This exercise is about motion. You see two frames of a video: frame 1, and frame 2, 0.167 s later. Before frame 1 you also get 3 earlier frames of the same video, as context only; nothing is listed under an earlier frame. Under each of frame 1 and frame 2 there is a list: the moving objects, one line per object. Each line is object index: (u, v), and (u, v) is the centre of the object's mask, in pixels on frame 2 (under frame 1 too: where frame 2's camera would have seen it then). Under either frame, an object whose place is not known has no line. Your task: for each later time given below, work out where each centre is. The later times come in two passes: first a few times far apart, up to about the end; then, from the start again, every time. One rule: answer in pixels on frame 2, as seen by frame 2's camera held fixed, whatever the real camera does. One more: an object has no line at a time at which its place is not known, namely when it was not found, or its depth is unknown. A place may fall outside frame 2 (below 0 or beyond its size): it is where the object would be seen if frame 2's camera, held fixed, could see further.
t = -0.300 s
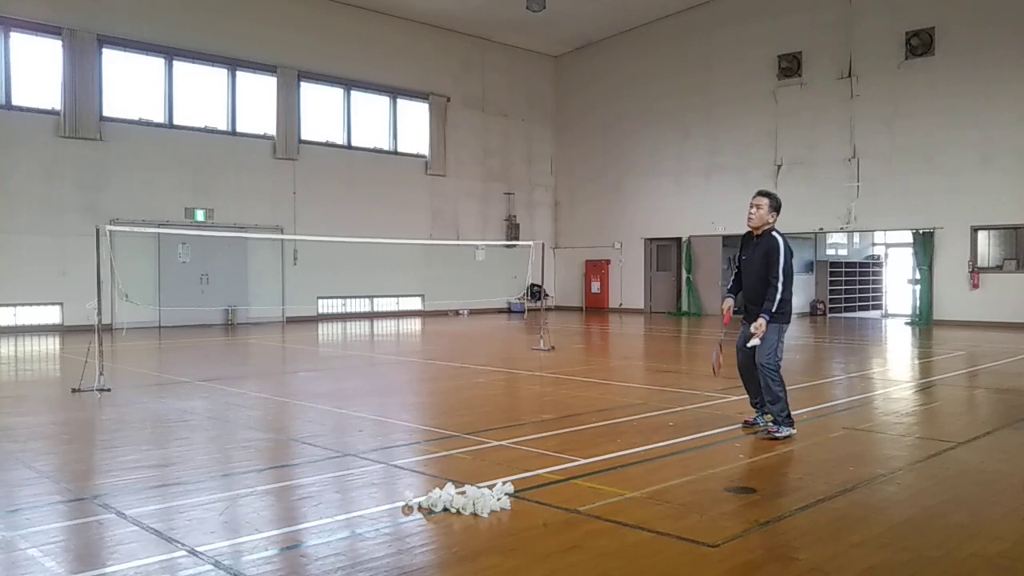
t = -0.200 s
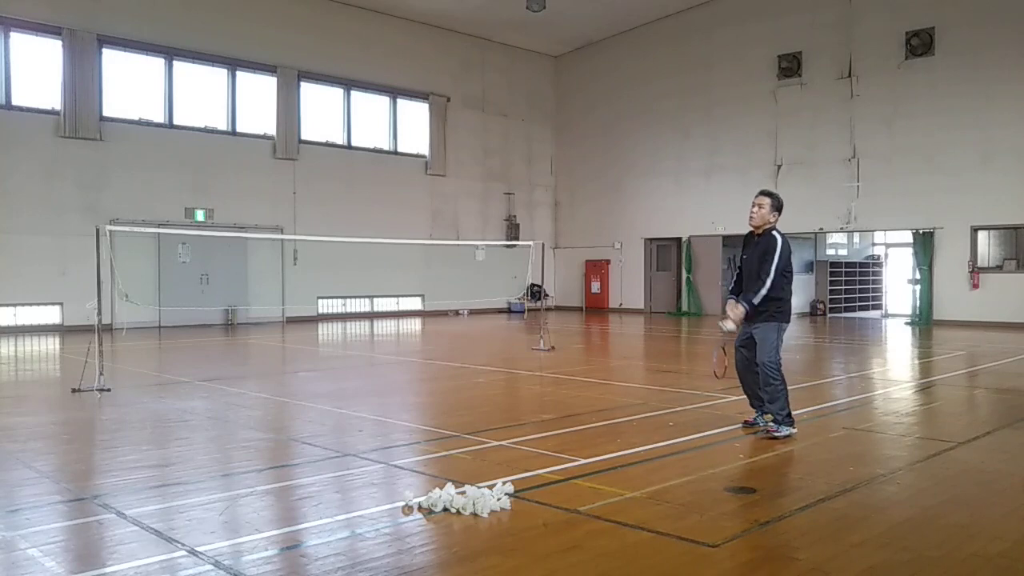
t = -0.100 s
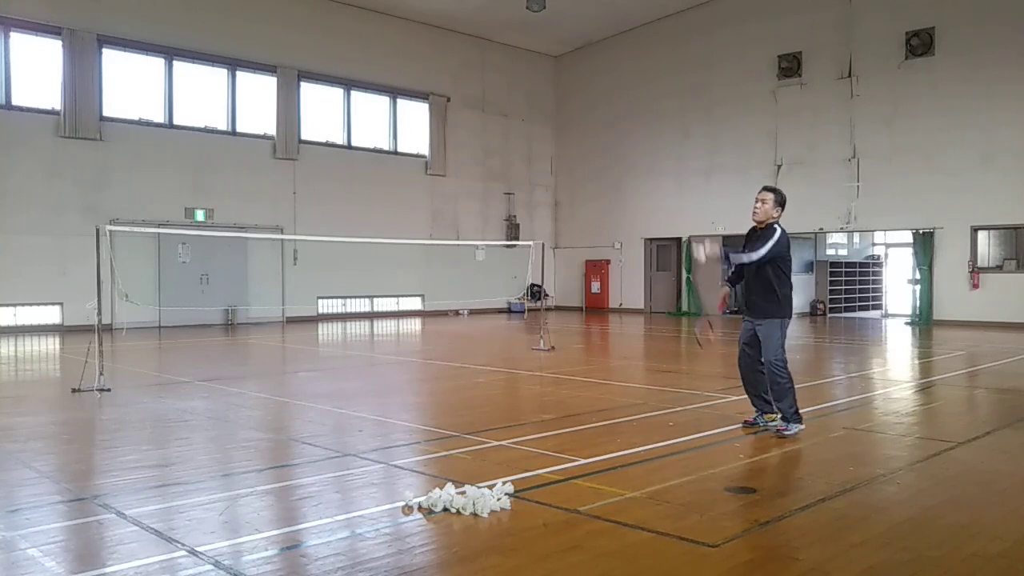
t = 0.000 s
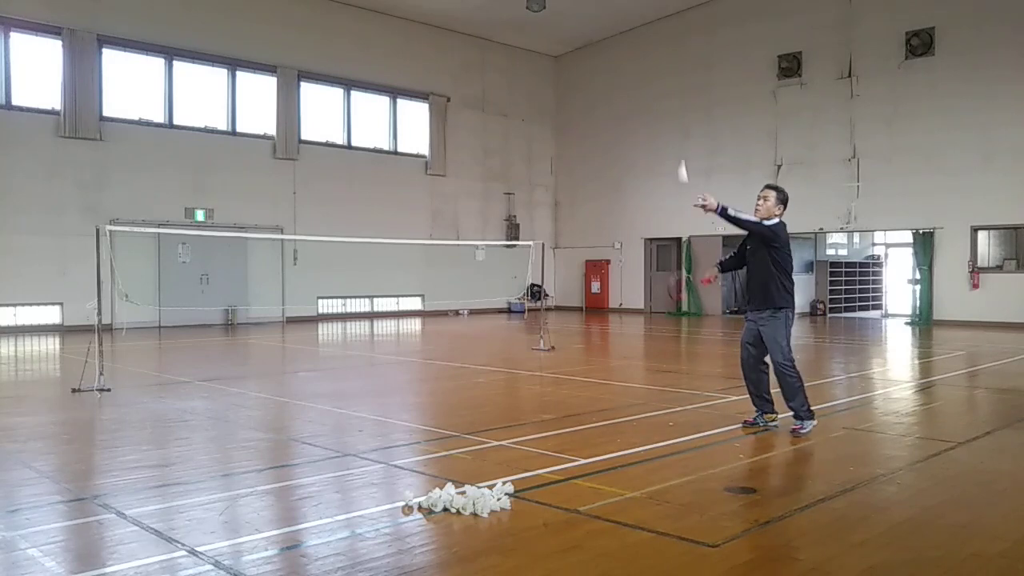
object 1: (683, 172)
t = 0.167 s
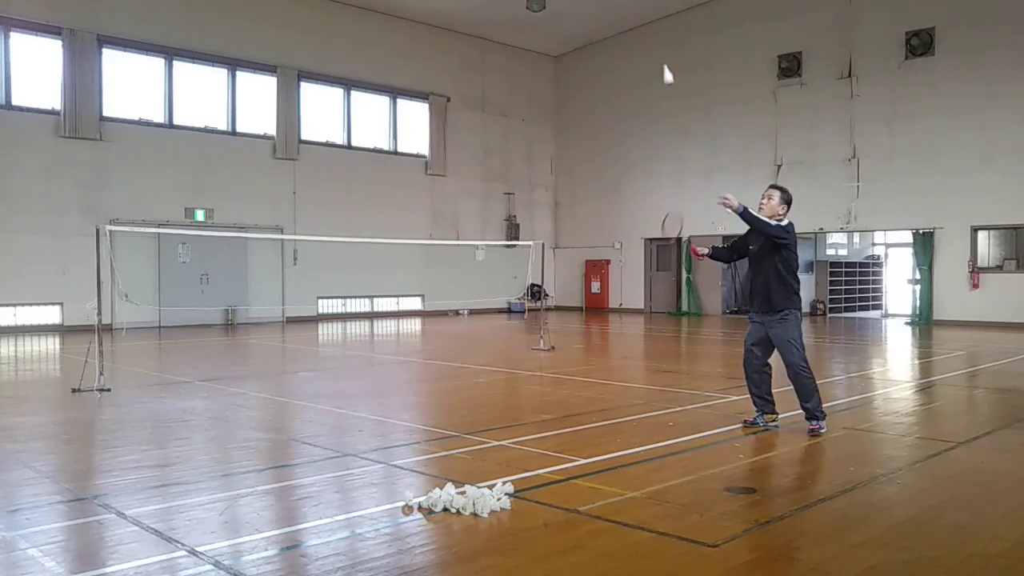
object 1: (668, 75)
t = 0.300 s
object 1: (654, 30)
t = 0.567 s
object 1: (628, 20)
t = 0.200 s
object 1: (664, 61)
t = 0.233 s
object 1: (662, 48)
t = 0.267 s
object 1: (658, 39)
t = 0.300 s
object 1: (654, 30)
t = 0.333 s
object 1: (651, 23)
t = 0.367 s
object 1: (647, 18)
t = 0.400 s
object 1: (644, 15)
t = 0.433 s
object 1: (641, 13)
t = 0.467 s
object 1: (637, 12)
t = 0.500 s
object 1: (634, 13)
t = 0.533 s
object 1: (631, 16)
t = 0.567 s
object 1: (628, 20)
